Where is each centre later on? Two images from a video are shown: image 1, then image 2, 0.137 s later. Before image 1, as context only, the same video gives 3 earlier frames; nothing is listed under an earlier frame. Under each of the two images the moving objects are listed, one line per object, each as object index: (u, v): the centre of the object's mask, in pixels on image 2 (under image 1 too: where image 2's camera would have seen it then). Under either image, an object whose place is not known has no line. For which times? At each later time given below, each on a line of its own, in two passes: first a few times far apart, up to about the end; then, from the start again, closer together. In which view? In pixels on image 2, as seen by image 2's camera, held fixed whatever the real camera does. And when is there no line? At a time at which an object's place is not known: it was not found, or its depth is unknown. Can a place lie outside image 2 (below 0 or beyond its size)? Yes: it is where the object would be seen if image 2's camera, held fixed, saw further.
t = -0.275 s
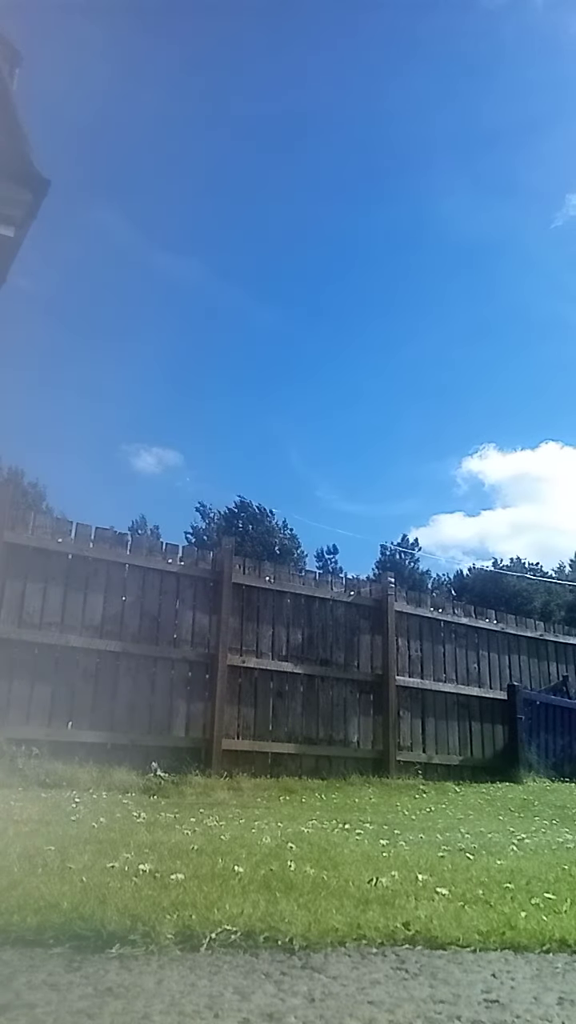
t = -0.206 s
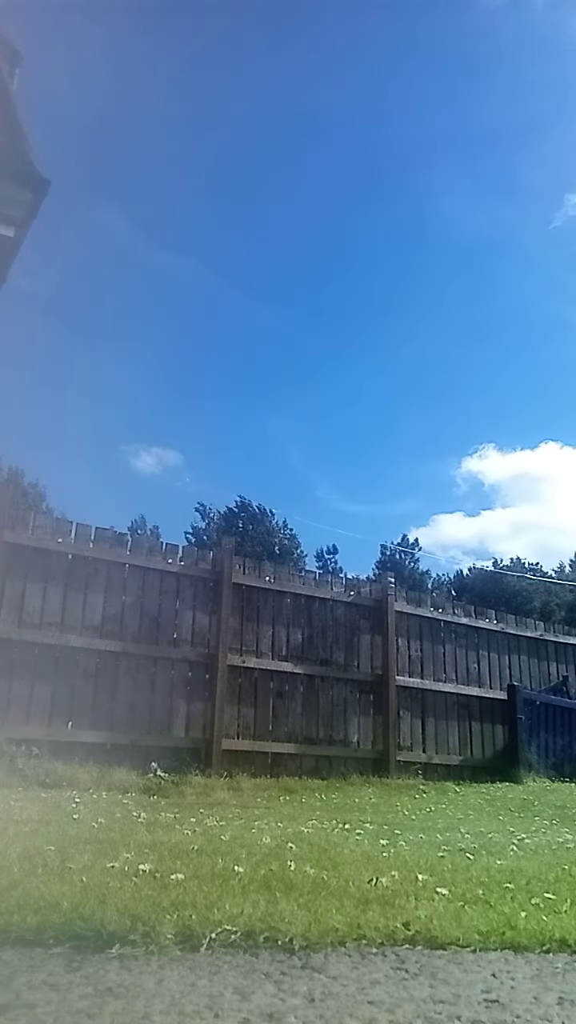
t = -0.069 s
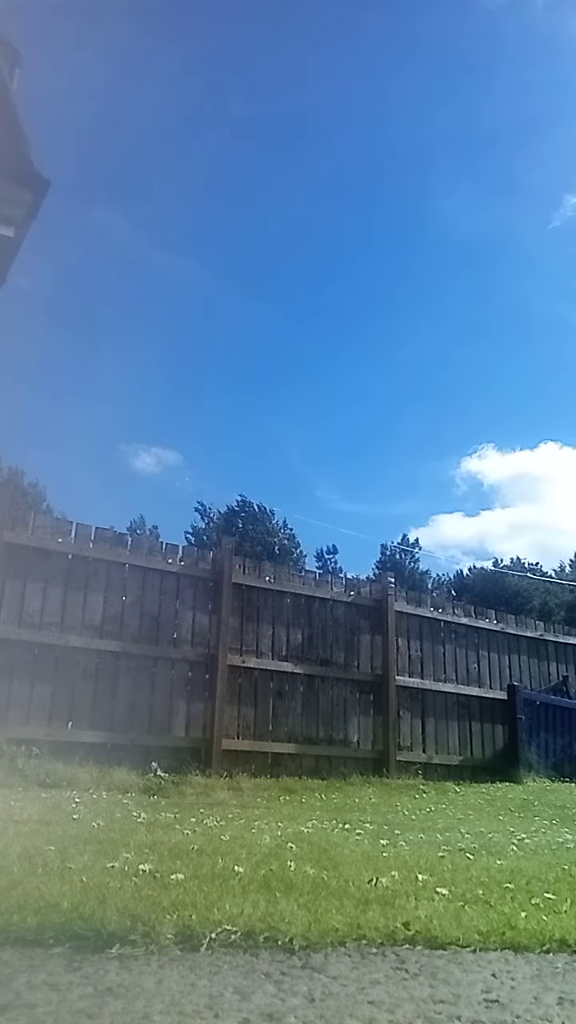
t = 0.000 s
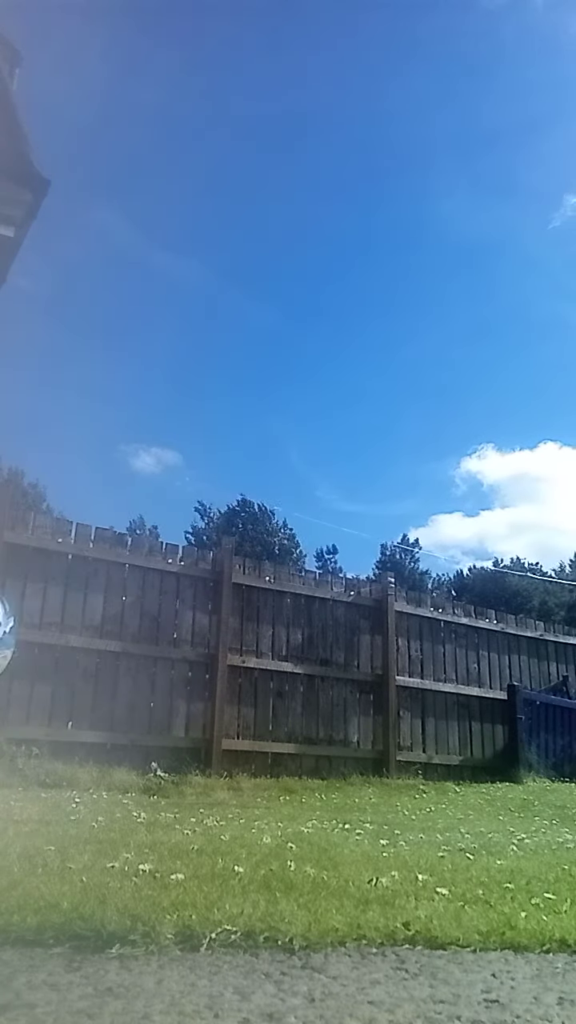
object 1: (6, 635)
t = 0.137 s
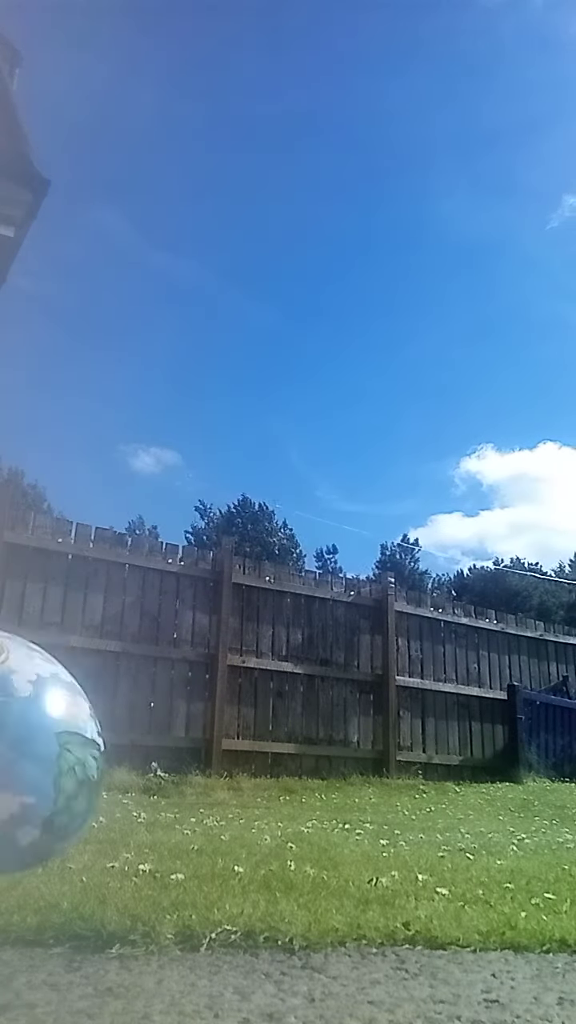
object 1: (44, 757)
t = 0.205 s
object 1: (79, 747)
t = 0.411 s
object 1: (268, 166)
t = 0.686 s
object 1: (332, 749)
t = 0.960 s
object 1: (355, 651)
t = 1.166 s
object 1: (311, 832)
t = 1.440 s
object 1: (284, 803)
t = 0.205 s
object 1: (79, 747)
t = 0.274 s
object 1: (126, 507)
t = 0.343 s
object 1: (214, 241)
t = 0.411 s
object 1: (268, 166)
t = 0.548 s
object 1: (315, 365)
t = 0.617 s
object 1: (331, 563)
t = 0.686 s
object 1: (332, 749)
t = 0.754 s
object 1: (332, 836)
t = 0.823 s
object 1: (348, 713)
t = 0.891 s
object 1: (356, 658)
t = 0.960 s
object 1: (355, 651)
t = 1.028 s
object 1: (347, 686)
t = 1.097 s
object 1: (330, 760)
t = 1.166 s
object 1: (311, 832)
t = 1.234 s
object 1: (312, 769)
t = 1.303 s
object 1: (308, 743)
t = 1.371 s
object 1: (300, 753)
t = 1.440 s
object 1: (284, 803)
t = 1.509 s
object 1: (264, 817)
